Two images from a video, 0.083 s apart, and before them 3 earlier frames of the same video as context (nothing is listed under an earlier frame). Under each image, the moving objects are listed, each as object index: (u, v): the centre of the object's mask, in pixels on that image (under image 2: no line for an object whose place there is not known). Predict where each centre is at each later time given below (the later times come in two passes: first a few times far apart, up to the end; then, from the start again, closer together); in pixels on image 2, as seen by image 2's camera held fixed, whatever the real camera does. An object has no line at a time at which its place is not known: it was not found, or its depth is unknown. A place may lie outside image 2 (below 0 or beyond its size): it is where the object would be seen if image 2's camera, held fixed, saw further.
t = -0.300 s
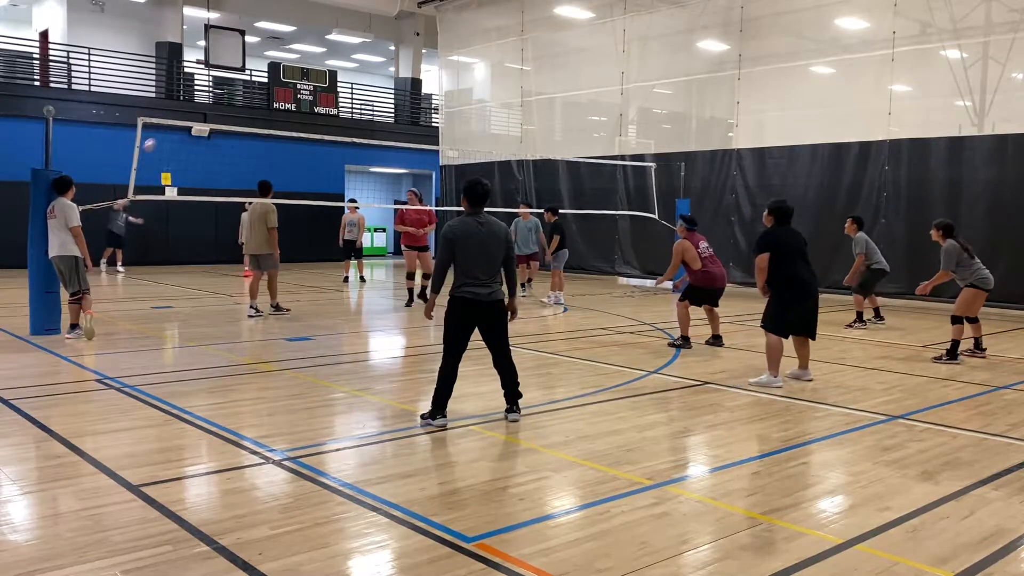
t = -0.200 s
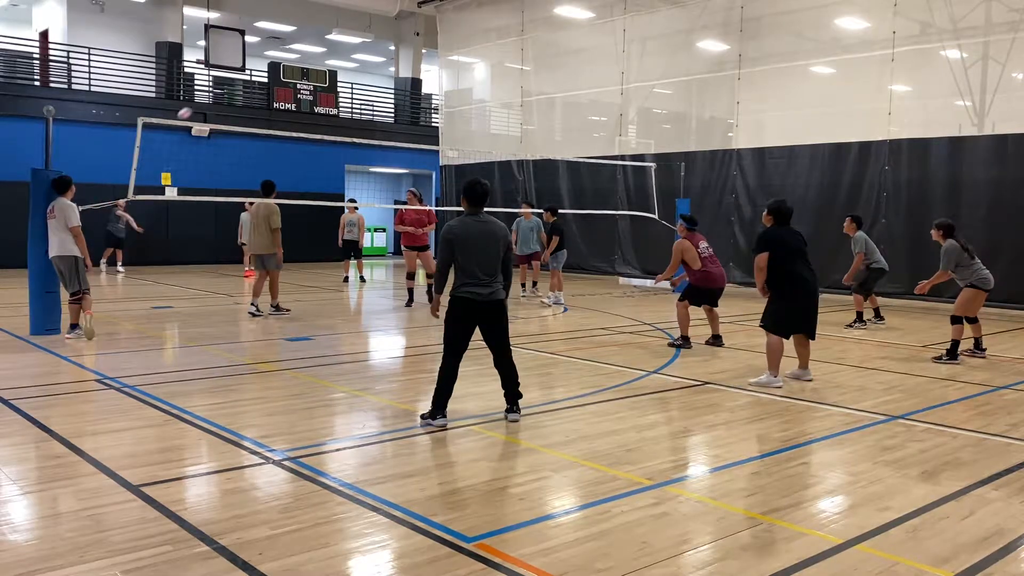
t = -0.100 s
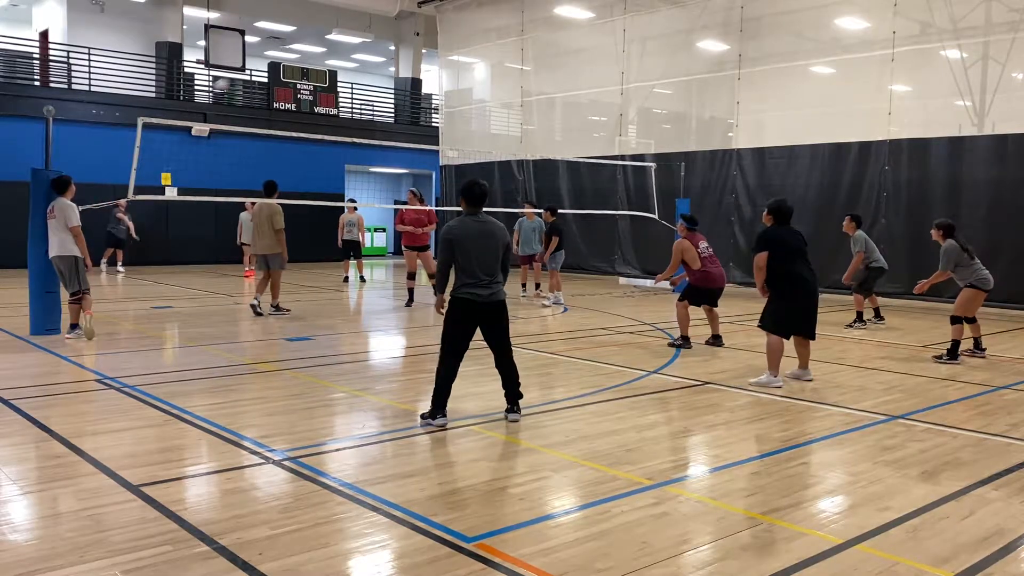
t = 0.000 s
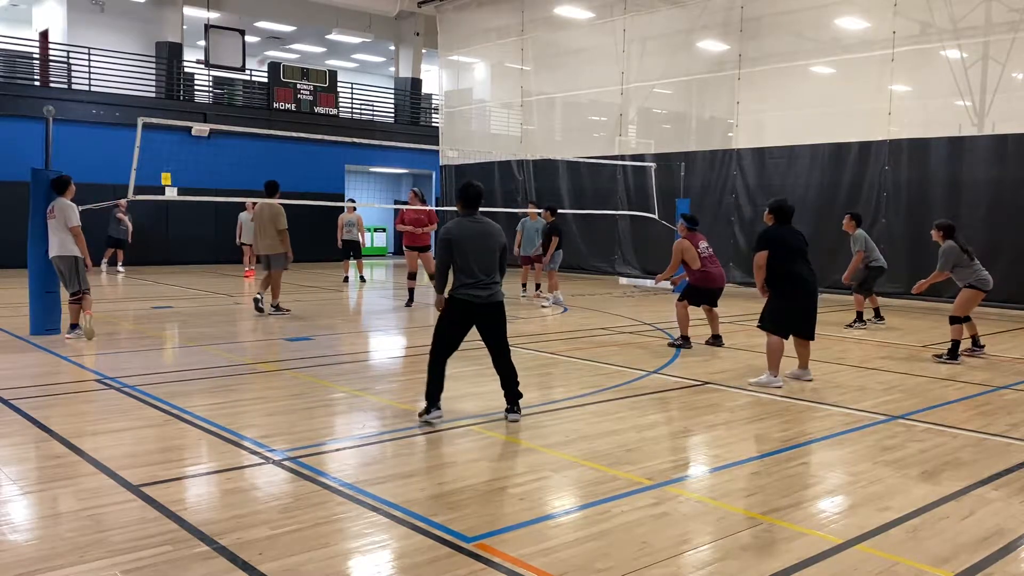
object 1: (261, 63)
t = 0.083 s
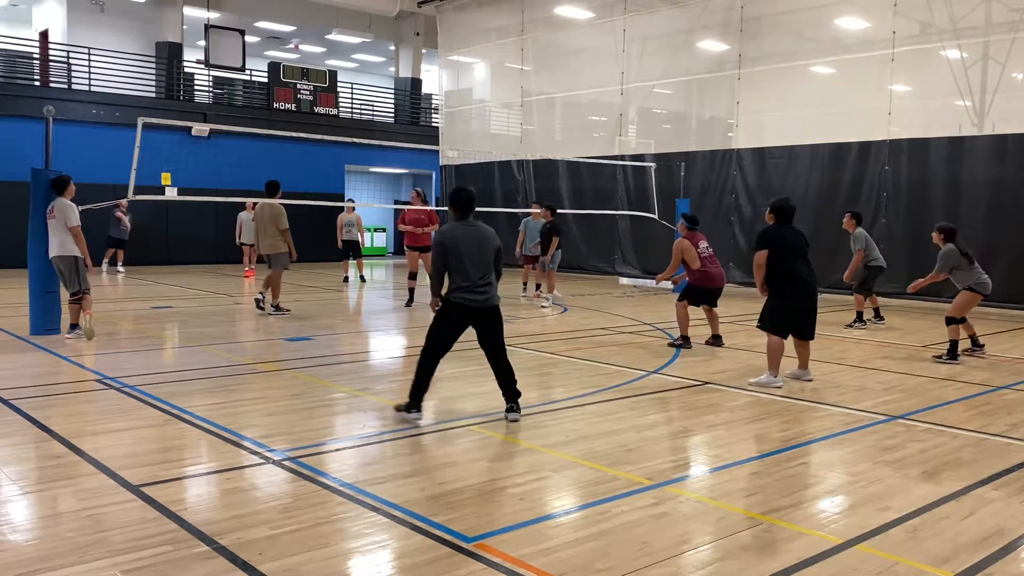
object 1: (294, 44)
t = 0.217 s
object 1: (354, 27)
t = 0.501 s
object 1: (493, 29)
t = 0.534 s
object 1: (510, 32)
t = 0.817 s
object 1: (667, 98)
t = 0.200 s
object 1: (347, 29)
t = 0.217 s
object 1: (354, 27)
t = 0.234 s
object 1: (362, 25)
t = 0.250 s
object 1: (369, 25)
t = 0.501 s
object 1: (493, 29)
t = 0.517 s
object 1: (502, 30)
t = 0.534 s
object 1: (510, 32)
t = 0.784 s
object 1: (647, 86)
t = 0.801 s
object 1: (657, 92)
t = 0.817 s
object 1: (667, 98)
